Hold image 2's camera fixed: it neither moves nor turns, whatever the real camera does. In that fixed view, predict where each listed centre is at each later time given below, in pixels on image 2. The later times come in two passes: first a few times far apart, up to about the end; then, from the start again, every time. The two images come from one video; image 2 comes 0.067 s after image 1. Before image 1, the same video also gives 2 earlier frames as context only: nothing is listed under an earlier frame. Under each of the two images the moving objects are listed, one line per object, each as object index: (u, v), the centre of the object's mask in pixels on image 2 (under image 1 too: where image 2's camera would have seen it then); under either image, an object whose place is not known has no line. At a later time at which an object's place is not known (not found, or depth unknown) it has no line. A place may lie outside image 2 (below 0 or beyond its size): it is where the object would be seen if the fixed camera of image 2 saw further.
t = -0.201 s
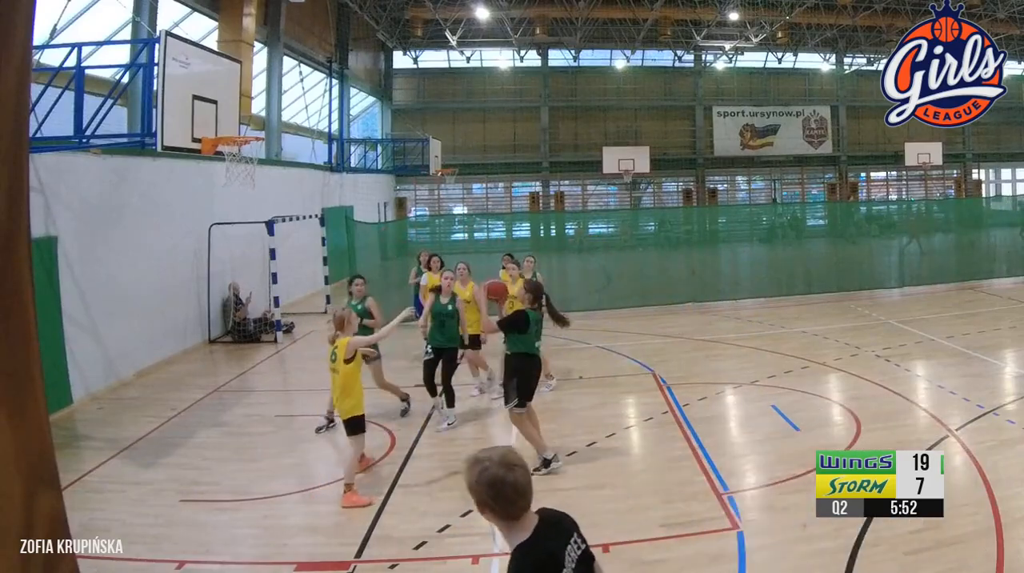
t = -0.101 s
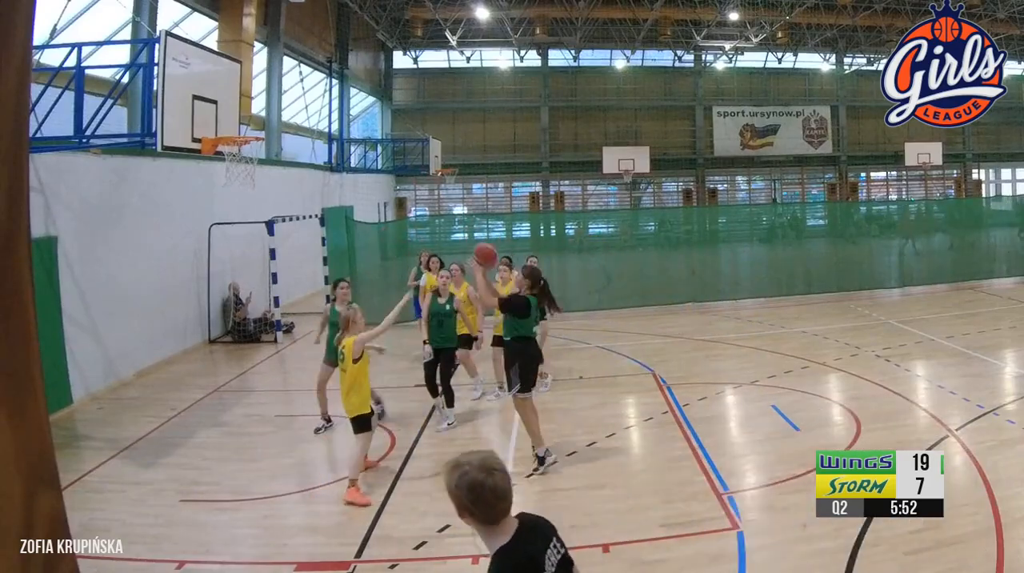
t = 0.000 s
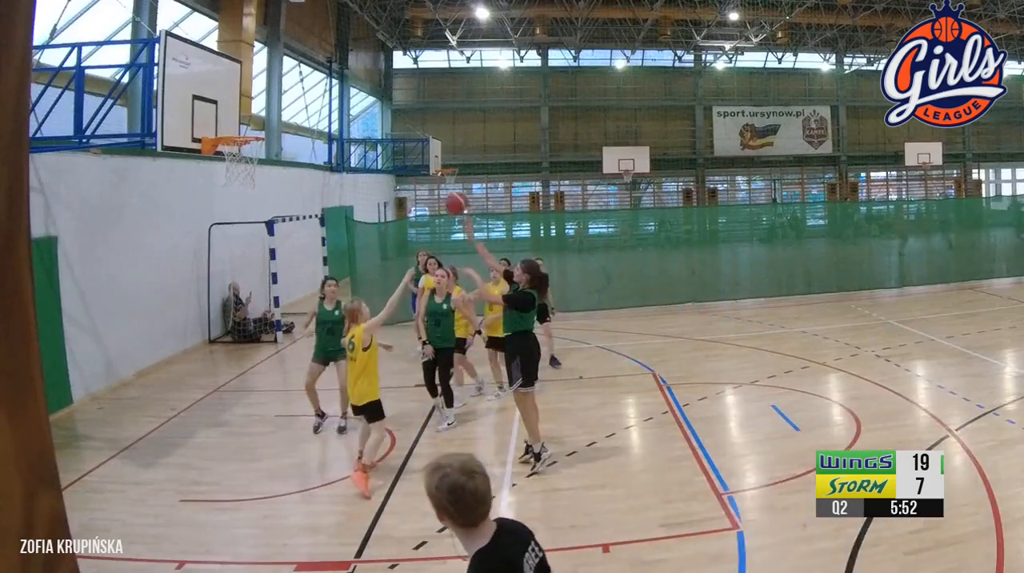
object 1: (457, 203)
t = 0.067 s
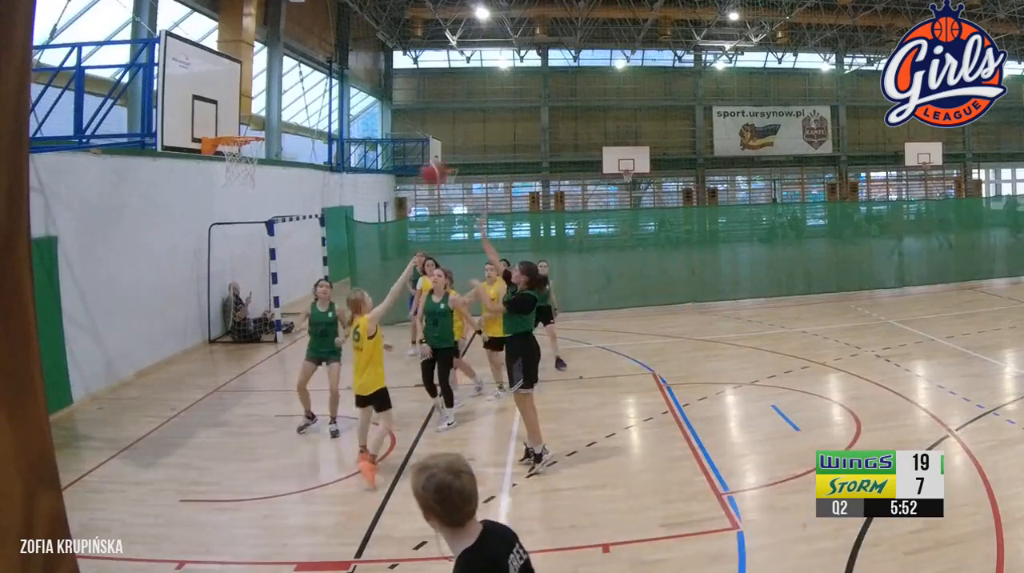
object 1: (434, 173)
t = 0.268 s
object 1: (368, 112)
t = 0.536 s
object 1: (289, 98)
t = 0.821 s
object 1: (233, 161)
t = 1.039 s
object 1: (256, 256)
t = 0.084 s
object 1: (426, 165)
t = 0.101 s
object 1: (422, 159)
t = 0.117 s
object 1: (415, 153)
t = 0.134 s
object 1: (410, 147)
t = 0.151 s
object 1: (405, 141)
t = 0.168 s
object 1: (400, 136)
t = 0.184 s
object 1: (395, 131)
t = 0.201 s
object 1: (390, 127)
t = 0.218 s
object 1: (384, 122)
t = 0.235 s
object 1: (378, 118)
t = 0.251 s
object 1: (373, 115)
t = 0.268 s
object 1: (368, 112)
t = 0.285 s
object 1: (363, 108)
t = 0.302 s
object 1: (358, 106)
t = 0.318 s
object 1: (353, 104)
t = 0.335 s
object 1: (348, 101)
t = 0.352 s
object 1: (343, 99)
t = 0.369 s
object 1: (338, 98)
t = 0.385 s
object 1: (332, 97)
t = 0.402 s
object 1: (328, 95)
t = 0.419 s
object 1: (323, 95)
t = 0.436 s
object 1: (319, 94)
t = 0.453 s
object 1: (314, 94)
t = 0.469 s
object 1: (309, 94)
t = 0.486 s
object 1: (304, 95)
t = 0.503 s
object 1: (299, 96)
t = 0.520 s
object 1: (294, 97)
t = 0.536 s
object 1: (289, 98)
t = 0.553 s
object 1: (285, 99)
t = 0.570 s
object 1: (280, 101)
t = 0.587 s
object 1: (277, 104)
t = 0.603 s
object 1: (271, 106)
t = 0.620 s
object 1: (267, 108)
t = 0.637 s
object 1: (262, 111)
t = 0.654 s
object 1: (257, 116)
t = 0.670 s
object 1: (253, 119)
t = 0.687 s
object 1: (249, 123)
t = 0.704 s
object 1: (244, 126)
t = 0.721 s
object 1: (239, 128)
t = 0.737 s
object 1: (234, 130)
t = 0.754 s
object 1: (231, 140)
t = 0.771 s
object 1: (230, 145)
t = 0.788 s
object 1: (233, 148)
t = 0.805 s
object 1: (232, 154)
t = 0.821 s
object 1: (233, 161)
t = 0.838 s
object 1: (234, 164)
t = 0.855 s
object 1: (237, 171)
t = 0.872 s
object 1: (239, 178)
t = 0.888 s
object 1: (241, 184)
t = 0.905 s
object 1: (242, 191)
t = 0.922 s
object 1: (244, 198)
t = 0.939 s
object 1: (245, 205)
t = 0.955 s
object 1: (247, 213)
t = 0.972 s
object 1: (249, 221)
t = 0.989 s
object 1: (251, 229)
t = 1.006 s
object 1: (253, 238)
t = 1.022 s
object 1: (254, 247)
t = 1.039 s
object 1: (256, 256)
